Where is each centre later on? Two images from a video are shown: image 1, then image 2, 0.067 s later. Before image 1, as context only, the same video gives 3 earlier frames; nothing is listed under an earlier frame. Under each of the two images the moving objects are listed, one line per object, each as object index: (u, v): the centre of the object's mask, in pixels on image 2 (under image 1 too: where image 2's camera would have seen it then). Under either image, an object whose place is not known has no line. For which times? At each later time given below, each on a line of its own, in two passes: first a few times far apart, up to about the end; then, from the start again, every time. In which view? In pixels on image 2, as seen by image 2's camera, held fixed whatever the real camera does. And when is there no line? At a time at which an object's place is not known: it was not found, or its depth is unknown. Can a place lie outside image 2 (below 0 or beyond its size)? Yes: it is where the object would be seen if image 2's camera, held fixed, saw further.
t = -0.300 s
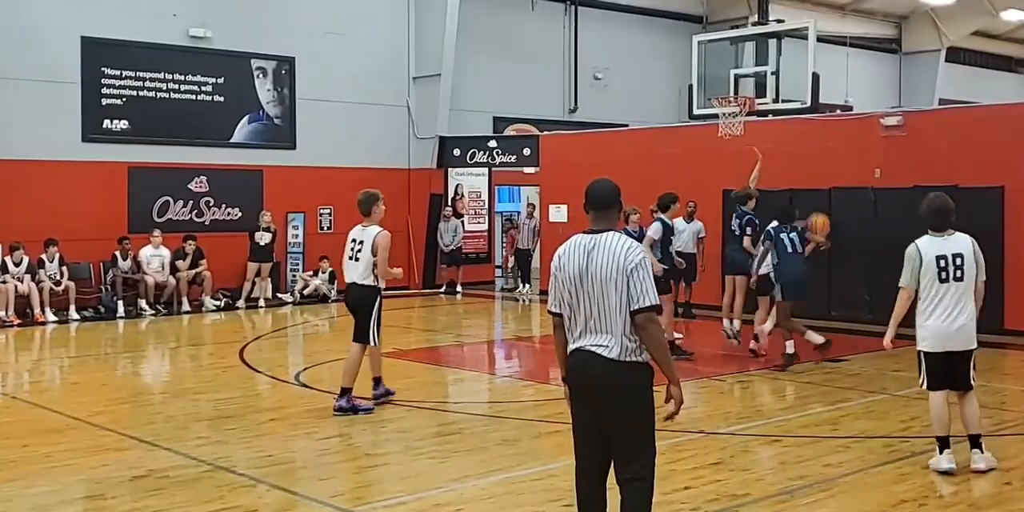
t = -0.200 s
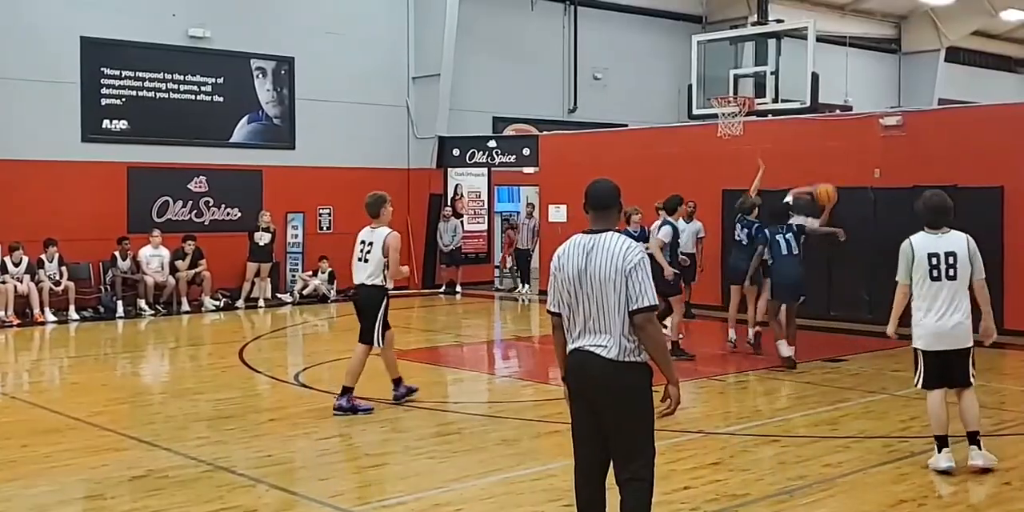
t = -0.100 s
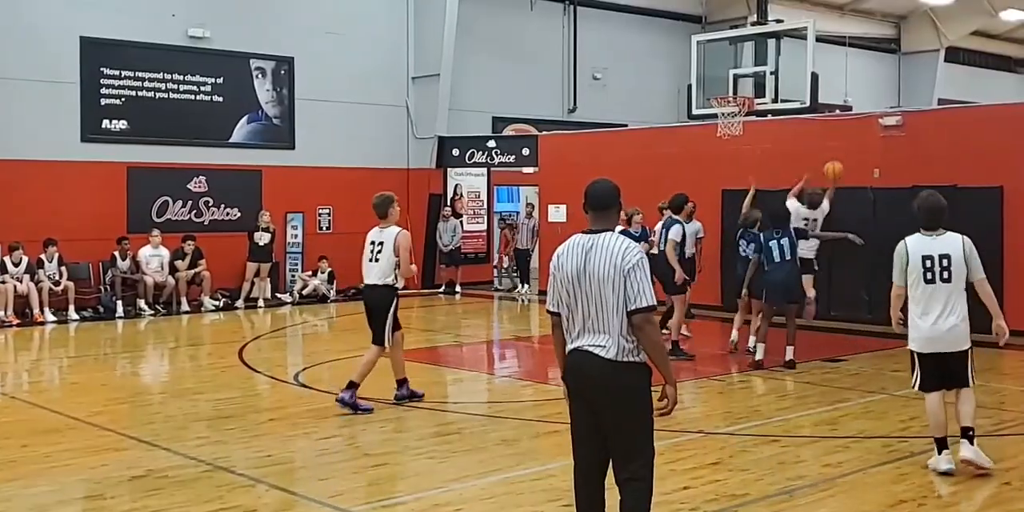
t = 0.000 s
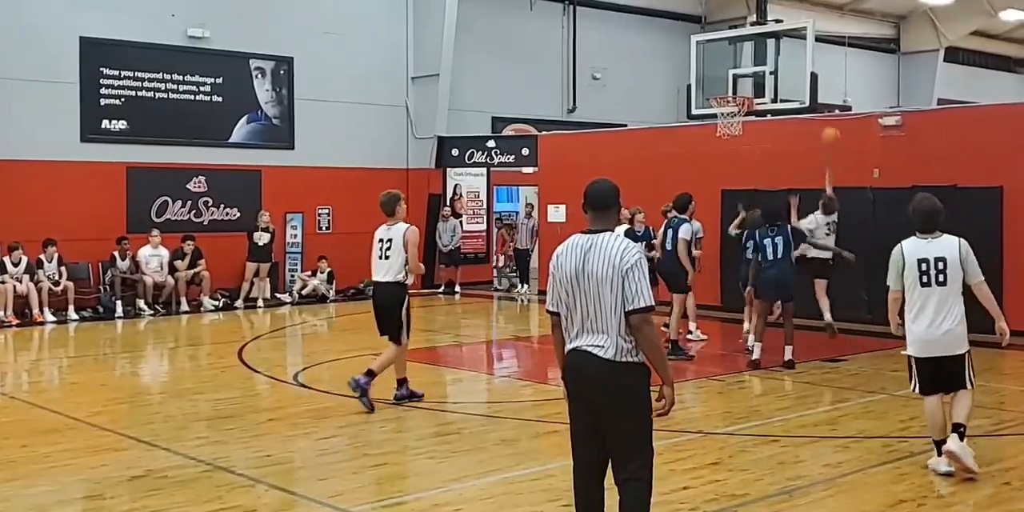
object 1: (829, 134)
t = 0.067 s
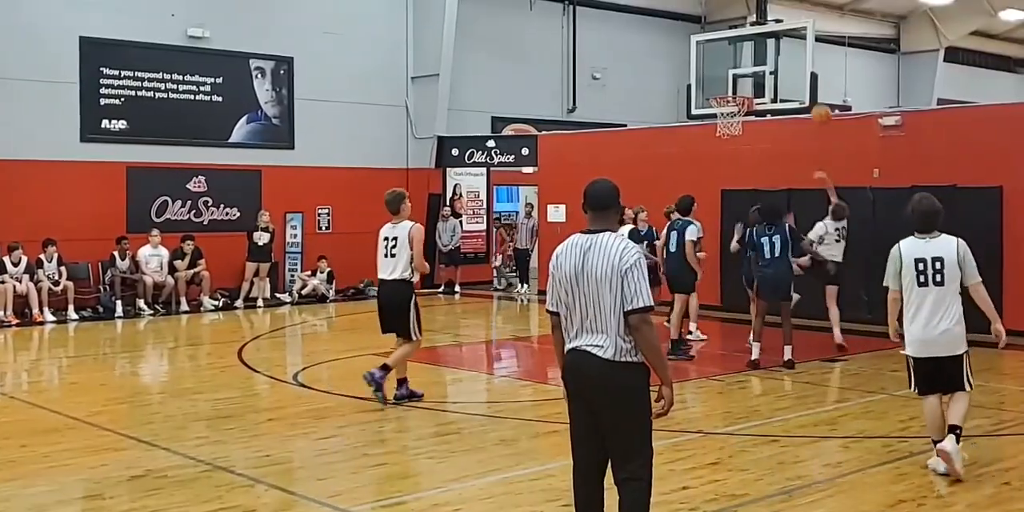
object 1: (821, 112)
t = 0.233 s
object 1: (800, 78)
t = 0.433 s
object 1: (777, 63)
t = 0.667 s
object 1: (748, 87)
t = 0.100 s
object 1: (816, 106)
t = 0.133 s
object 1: (812, 96)
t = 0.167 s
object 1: (809, 89)
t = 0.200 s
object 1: (805, 83)
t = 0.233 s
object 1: (800, 78)
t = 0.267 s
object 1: (796, 73)
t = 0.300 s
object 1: (793, 69)
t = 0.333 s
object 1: (789, 66)
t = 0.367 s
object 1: (785, 64)
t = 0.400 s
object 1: (781, 64)
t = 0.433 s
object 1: (777, 63)
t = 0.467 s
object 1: (772, 65)
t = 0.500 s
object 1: (768, 66)
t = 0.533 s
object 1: (765, 69)
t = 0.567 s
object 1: (760, 72)
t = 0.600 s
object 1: (756, 78)
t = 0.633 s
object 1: (753, 82)
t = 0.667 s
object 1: (748, 87)
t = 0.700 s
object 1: (752, 87)
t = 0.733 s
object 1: (755, 87)
